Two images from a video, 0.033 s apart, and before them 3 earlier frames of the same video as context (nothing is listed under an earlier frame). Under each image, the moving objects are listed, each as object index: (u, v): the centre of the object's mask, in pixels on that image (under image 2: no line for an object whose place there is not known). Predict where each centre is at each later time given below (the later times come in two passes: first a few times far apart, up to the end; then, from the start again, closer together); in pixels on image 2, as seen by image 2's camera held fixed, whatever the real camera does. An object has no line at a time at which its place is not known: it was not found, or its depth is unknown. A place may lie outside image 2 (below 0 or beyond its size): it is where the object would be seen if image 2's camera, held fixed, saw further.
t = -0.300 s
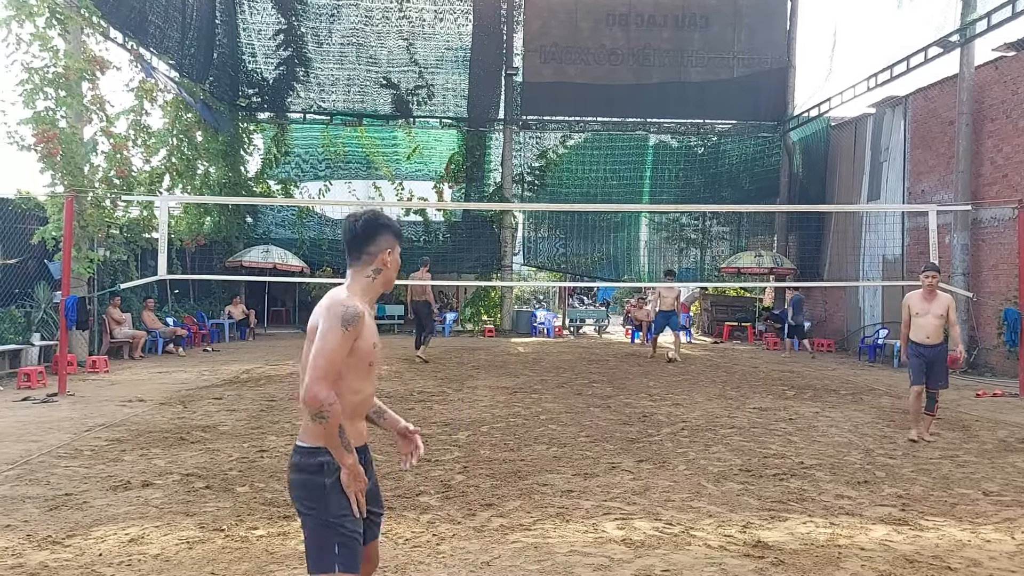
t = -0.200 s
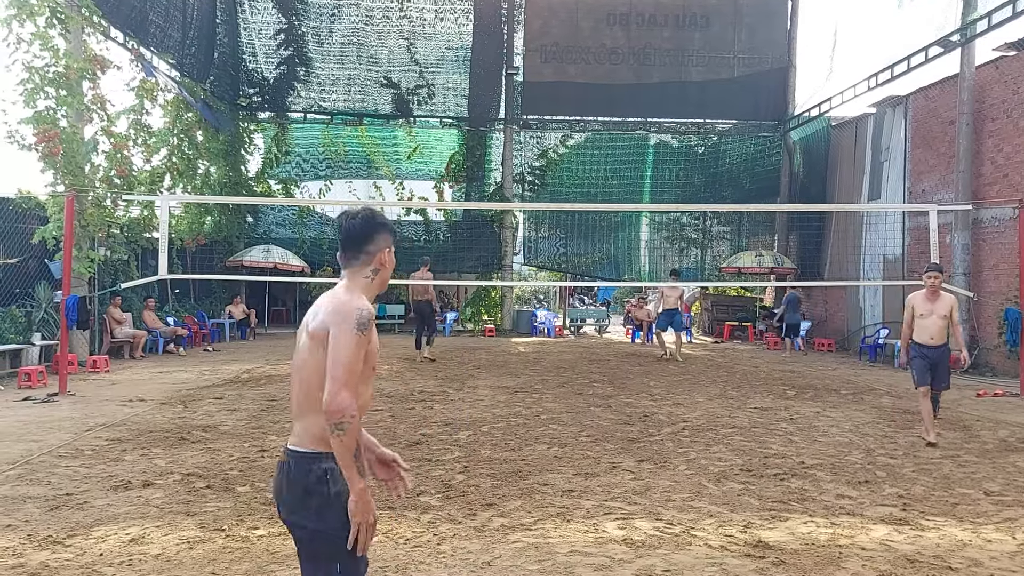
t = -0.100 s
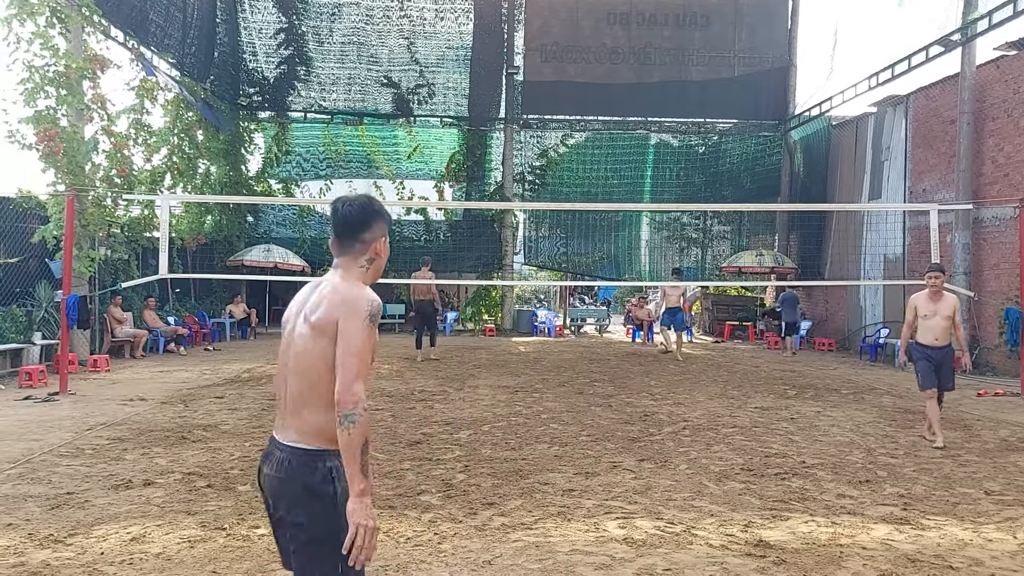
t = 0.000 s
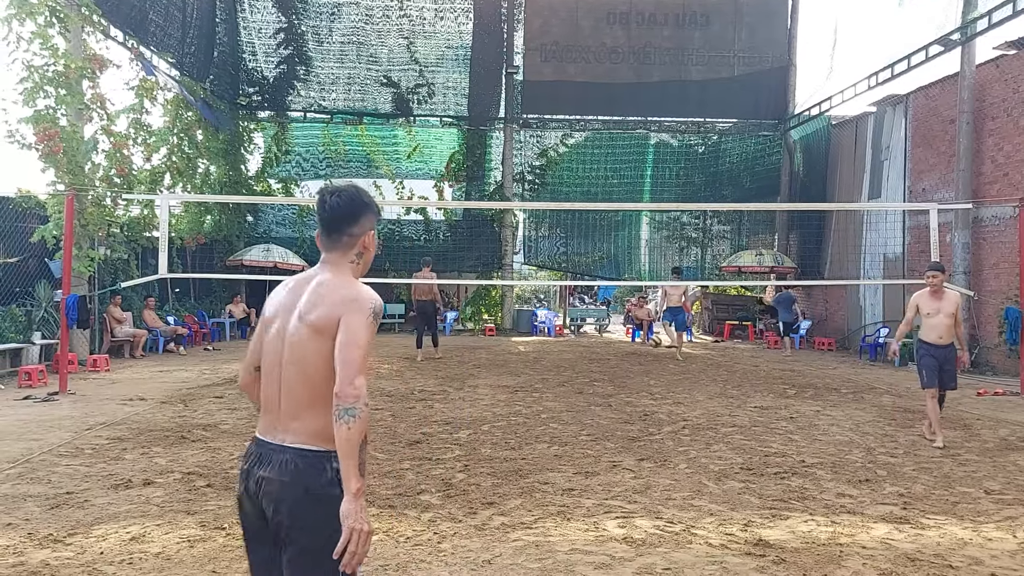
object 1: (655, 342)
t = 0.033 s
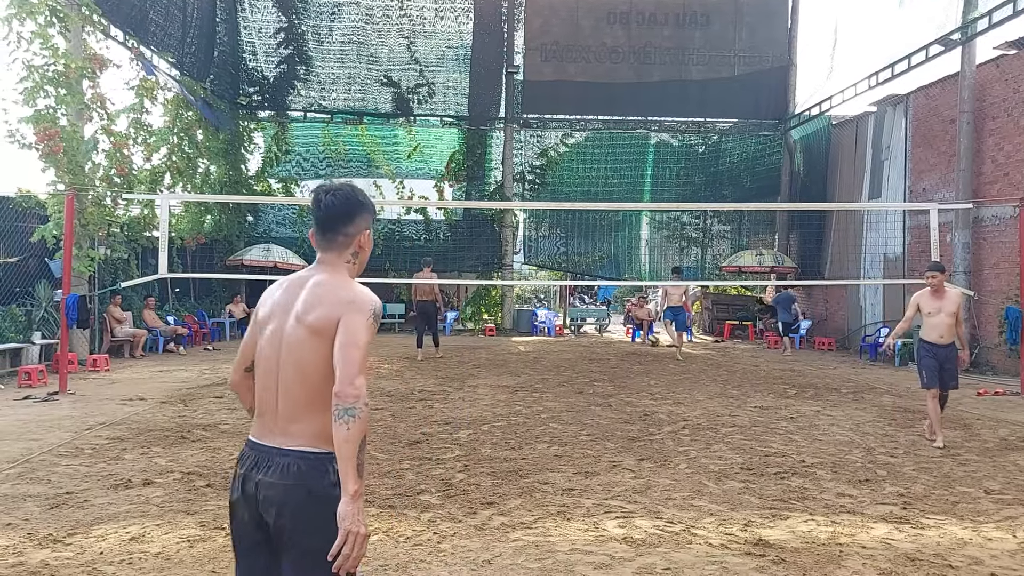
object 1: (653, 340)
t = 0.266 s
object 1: (632, 352)
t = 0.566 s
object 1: (600, 392)
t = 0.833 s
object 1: (567, 424)
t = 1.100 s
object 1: (523, 446)
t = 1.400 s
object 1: (447, 493)
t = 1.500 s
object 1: (412, 516)
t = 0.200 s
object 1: (641, 346)
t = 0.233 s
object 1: (636, 348)
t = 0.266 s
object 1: (632, 352)
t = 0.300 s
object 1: (628, 358)
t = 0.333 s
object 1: (625, 365)
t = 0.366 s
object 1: (621, 373)
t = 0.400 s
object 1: (618, 381)
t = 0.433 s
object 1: (613, 392)
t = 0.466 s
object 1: (610, 400)
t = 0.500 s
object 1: (606, 397)
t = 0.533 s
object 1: (603, 395)
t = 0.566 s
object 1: (600, 392)
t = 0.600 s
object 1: (597, 392)
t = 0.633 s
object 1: (593, 393)
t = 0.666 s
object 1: (589, 394)
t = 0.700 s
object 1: (585, 397)
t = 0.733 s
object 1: (581, 402)
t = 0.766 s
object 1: (577, 407)
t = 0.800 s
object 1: (572, 416)
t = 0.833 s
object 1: (567, 424)
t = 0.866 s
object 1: (562, 436)
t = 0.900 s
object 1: (557, 442)
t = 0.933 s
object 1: (552, 439)
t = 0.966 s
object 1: (547, 437)
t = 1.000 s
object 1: (541, 437)
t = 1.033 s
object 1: (535, 439)
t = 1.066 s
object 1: (529, 442)
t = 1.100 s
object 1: (523, 446)
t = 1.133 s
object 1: (516, 453)
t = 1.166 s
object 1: (509, 463)
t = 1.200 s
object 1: (502, 474)
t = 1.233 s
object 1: (493, 487)
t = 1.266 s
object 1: (485, 494)
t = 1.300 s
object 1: (476, 491)
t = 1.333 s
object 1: (467, 488)
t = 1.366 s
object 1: (457, 490)
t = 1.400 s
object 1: (447, 493)
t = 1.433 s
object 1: (436, 498)
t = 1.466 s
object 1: (425, 505)
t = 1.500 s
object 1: (412, 516)
